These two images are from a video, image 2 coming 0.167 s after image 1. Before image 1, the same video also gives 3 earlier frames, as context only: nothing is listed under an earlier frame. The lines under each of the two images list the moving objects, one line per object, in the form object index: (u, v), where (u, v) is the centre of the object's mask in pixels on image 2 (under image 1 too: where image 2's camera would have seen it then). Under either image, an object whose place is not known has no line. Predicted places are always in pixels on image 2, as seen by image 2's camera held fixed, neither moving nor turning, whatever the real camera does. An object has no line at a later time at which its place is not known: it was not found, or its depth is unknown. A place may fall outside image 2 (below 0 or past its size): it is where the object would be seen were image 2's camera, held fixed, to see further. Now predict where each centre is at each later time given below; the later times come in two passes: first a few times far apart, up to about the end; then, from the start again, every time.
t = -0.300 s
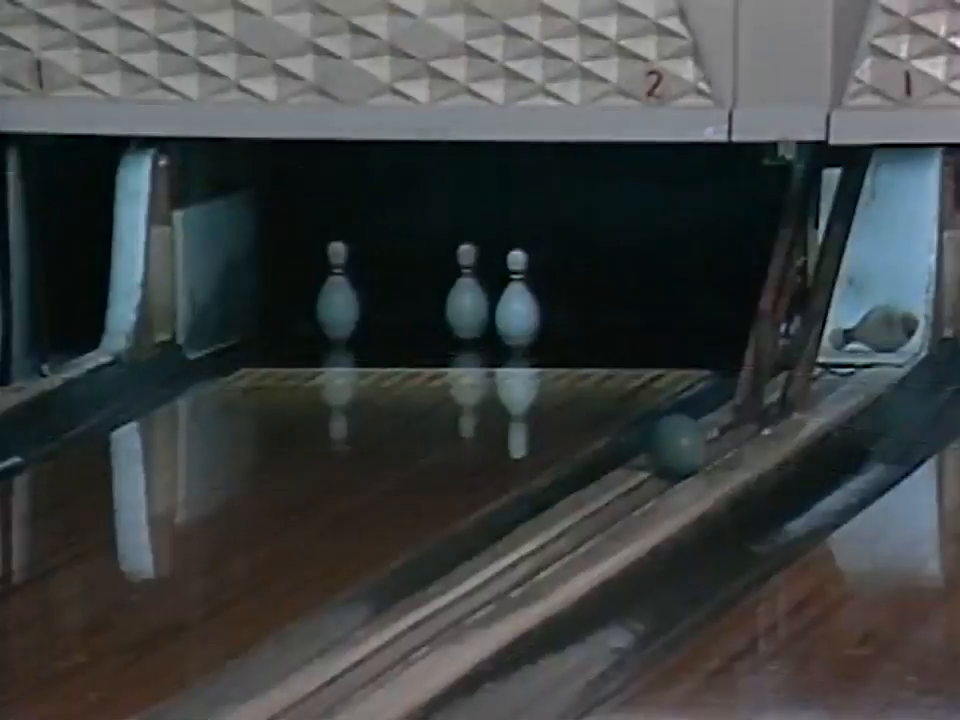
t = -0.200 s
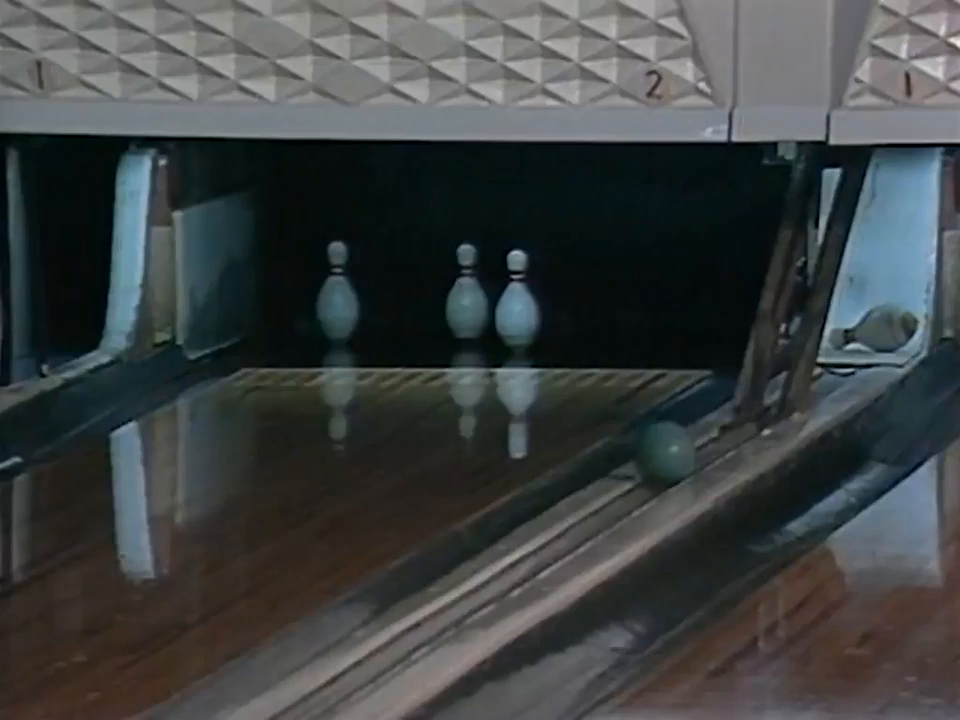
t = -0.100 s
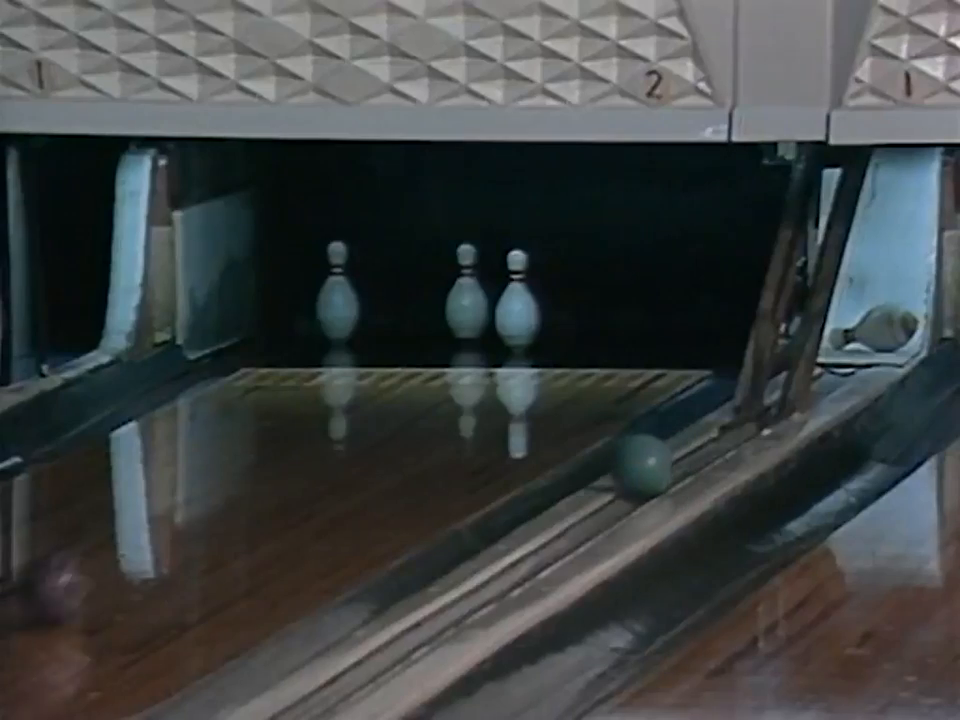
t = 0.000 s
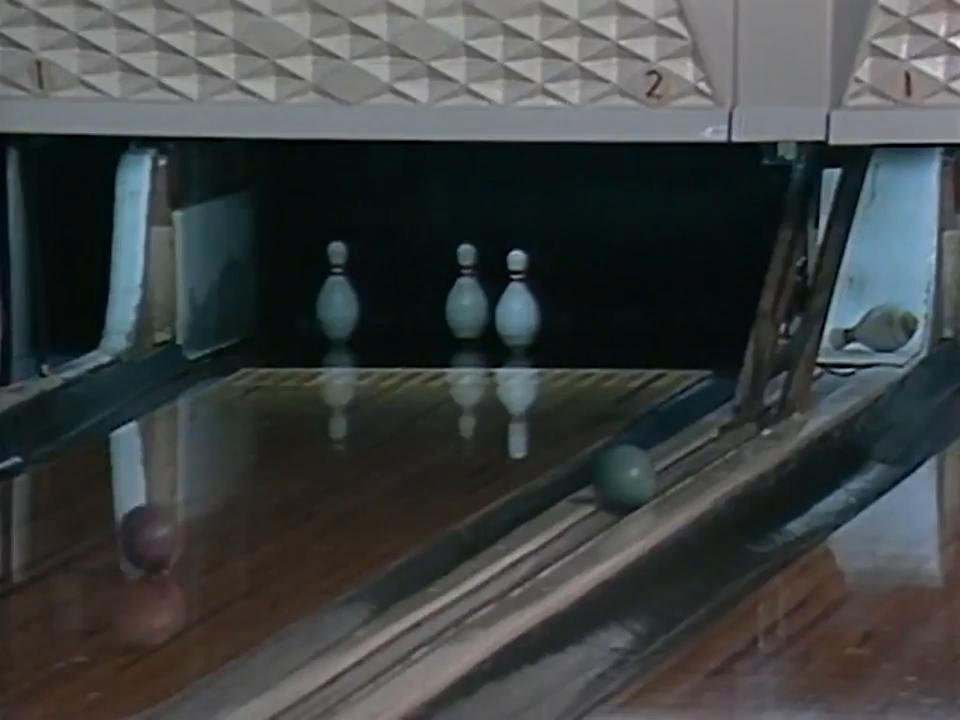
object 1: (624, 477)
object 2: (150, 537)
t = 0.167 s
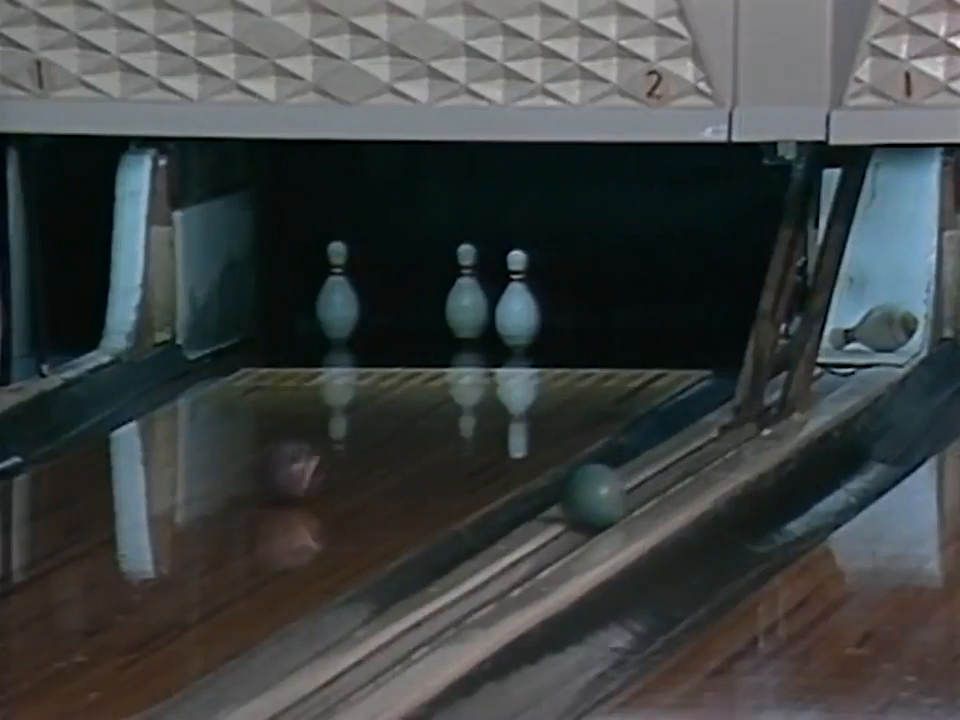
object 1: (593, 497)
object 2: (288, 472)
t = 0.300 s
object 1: (567, 514)
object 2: (377, 427)
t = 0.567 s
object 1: (512, 547)
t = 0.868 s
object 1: (447, 587)
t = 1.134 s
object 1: (386, 625)
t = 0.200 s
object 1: (586, 500)
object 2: (314, 461)
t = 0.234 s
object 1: (580, 505)
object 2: (341, 445)
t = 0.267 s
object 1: (574, 509)
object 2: (355, 435)
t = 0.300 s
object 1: (567, 514)
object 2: (377, 427)
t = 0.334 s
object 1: (560, 517)
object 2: (401, 415)
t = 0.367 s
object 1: (553, 522)
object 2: (421, 406)
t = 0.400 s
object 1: (547, 525)
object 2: (441, 394)
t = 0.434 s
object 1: (542, 530)
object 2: (462, 383)
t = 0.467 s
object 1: (535, 534)
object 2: (480, 371)
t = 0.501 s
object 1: (528, 539)
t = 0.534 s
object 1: (520, 542)
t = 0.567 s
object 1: (512, 547)
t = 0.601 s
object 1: (506, 552)
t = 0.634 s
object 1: (499, 556)
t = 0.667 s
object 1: (492, 561)
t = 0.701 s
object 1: (485, 565)
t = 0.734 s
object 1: (478, 569)
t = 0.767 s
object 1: (470, 573)
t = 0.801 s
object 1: (464, 578)
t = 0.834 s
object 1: (455, 582)
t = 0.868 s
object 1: (447, 587)
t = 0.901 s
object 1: (440, 592)
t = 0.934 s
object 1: (433, 597)
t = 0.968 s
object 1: (425, 601)
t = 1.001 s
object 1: (417, 606)
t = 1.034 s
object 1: (408, 610)
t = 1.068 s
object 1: (402, 616)
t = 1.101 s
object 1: (394, 620)
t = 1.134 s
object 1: (386, 625)
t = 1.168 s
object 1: (378, 630)
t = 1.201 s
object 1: (370, 635)
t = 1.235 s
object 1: (362, 640)
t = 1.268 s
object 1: (354, 645)
